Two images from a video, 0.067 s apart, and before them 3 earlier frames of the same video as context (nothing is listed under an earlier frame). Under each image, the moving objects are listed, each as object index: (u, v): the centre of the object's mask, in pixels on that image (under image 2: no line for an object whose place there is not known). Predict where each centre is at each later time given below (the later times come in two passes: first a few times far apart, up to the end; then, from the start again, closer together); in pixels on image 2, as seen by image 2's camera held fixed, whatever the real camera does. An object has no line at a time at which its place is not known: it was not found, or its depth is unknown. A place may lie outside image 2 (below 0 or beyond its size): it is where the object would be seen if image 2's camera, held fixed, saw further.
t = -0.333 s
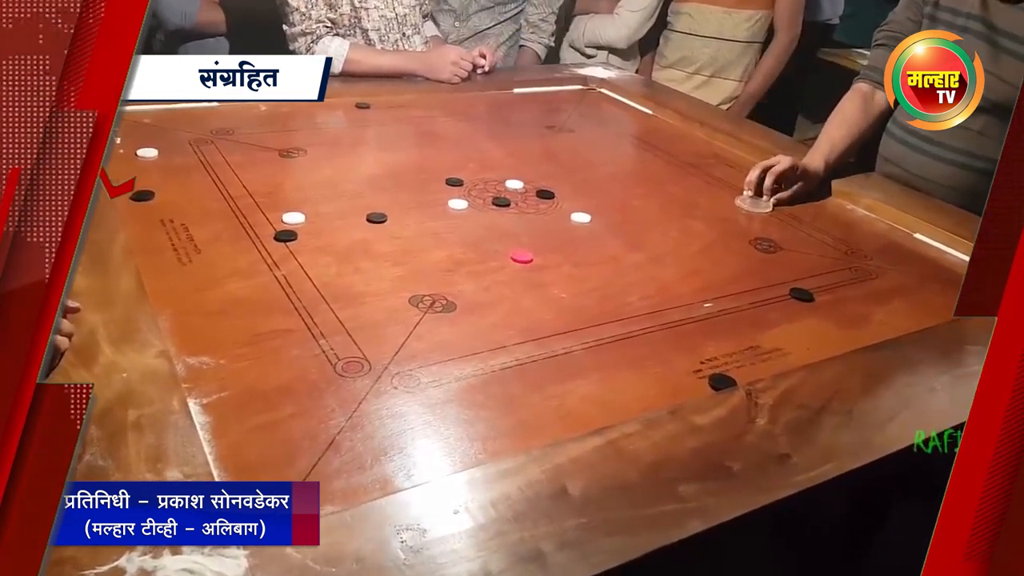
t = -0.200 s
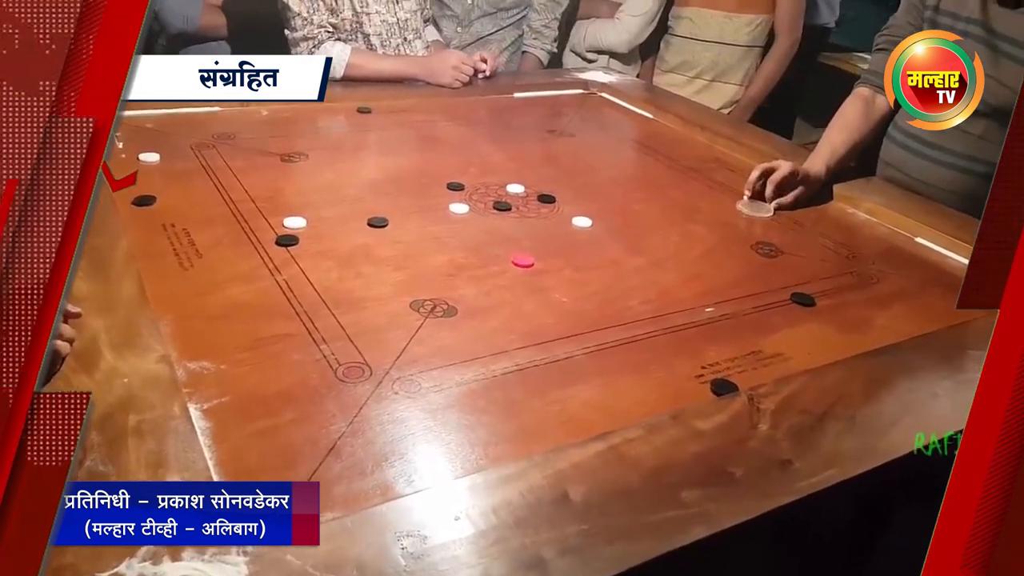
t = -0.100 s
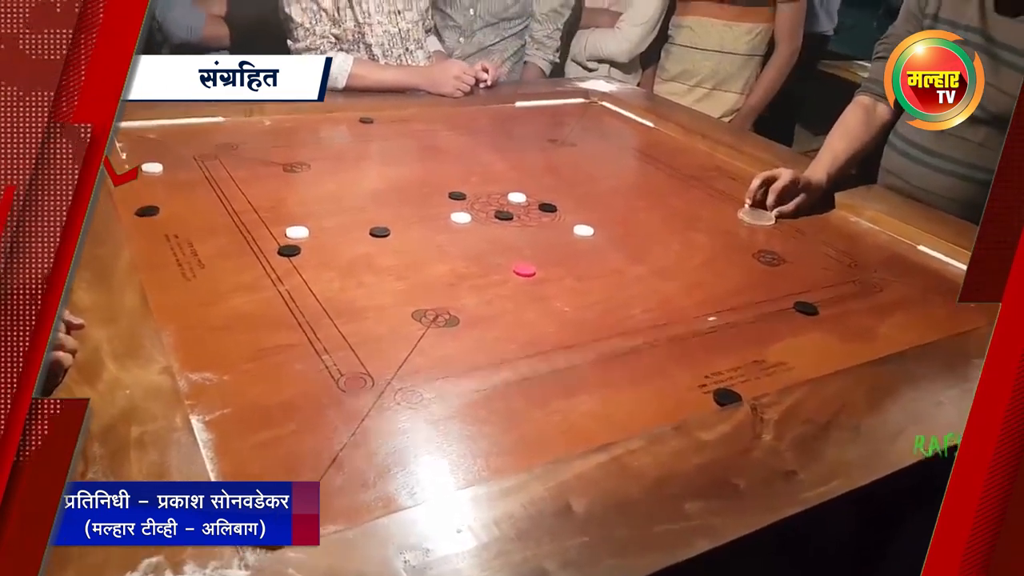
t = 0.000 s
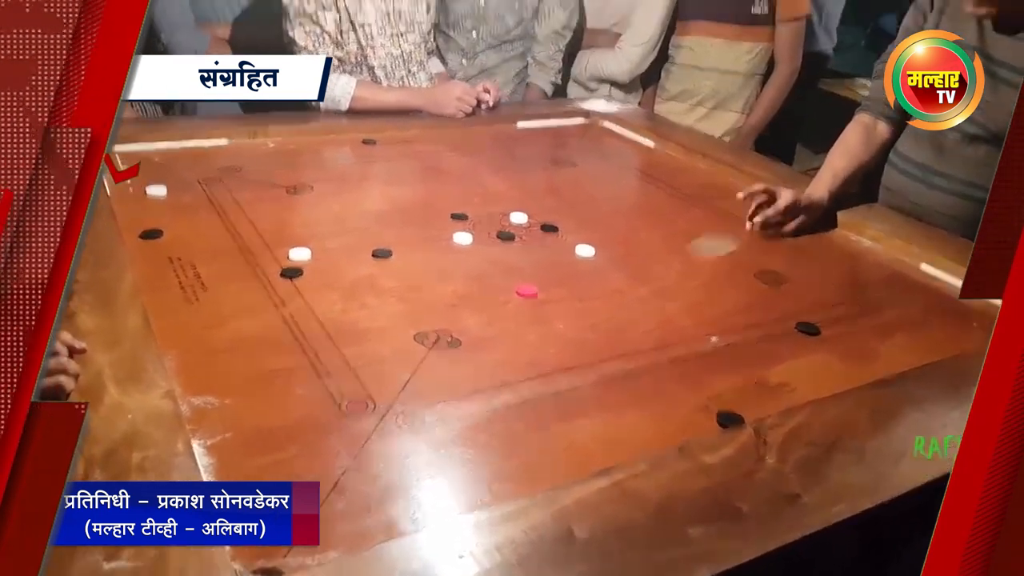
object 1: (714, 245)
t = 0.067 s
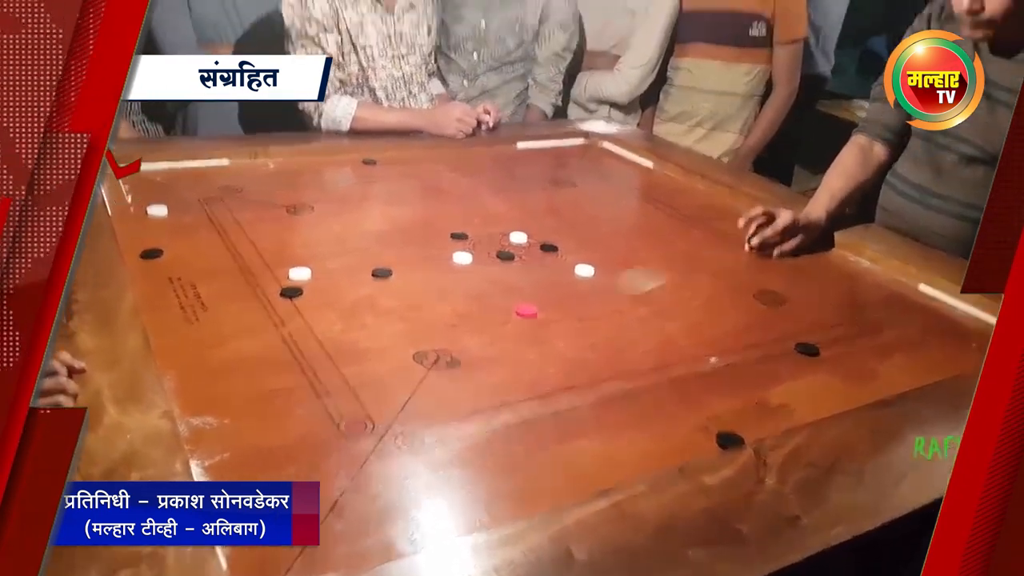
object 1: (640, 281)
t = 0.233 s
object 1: (454, 308)
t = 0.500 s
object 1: (189, 335)
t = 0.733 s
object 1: (340, 299)
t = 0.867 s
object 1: (391, 289)
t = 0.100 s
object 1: (602, 287)
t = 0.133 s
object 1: (565, 293)
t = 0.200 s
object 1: (490, 304)
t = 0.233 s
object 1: (454, 308)
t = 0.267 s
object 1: (418, 311)
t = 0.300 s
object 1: (382, 315)
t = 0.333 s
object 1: (344, 319)
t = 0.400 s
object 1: (271, 327)
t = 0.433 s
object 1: (232, 332)
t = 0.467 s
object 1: (194, 336)
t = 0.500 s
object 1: (189, 335)
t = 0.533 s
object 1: (217, 327)
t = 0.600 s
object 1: (265, 316)
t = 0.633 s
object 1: (286, 310)
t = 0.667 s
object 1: (305, 306)
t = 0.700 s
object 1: (323, 303)
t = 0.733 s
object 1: (340, 299)
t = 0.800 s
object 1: (368, 294)
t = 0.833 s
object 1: (380, 292)
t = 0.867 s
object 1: (391, 289)
